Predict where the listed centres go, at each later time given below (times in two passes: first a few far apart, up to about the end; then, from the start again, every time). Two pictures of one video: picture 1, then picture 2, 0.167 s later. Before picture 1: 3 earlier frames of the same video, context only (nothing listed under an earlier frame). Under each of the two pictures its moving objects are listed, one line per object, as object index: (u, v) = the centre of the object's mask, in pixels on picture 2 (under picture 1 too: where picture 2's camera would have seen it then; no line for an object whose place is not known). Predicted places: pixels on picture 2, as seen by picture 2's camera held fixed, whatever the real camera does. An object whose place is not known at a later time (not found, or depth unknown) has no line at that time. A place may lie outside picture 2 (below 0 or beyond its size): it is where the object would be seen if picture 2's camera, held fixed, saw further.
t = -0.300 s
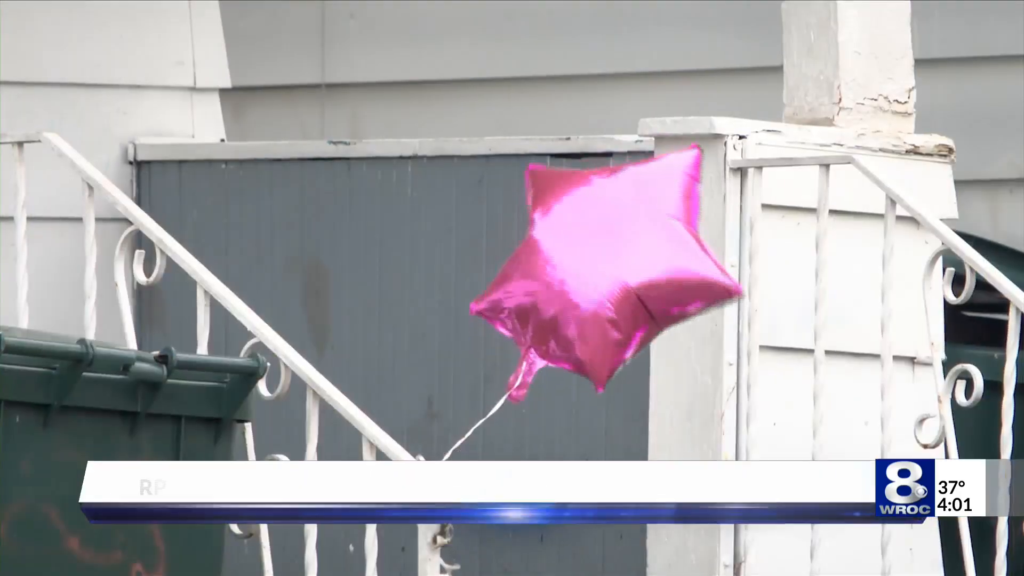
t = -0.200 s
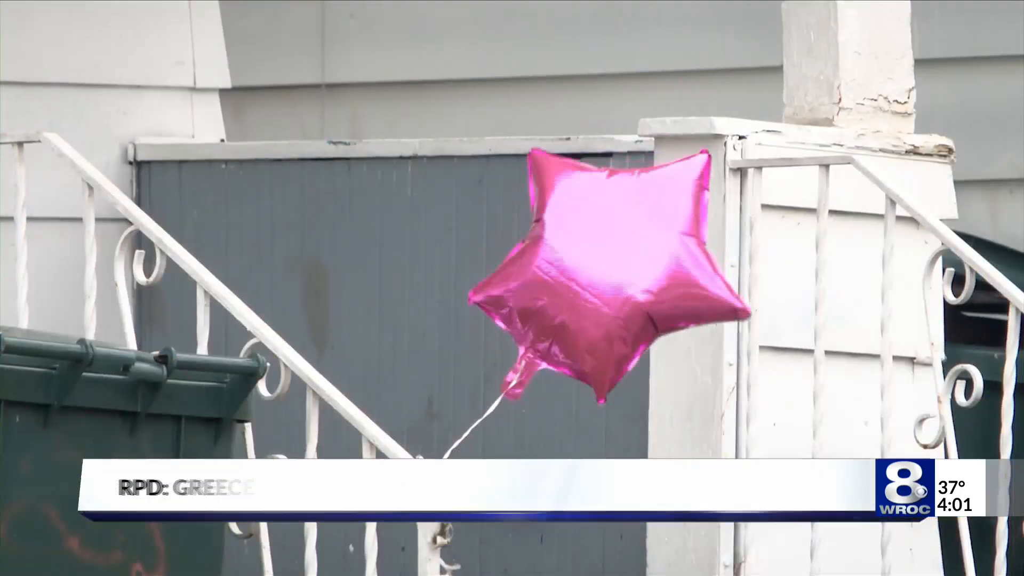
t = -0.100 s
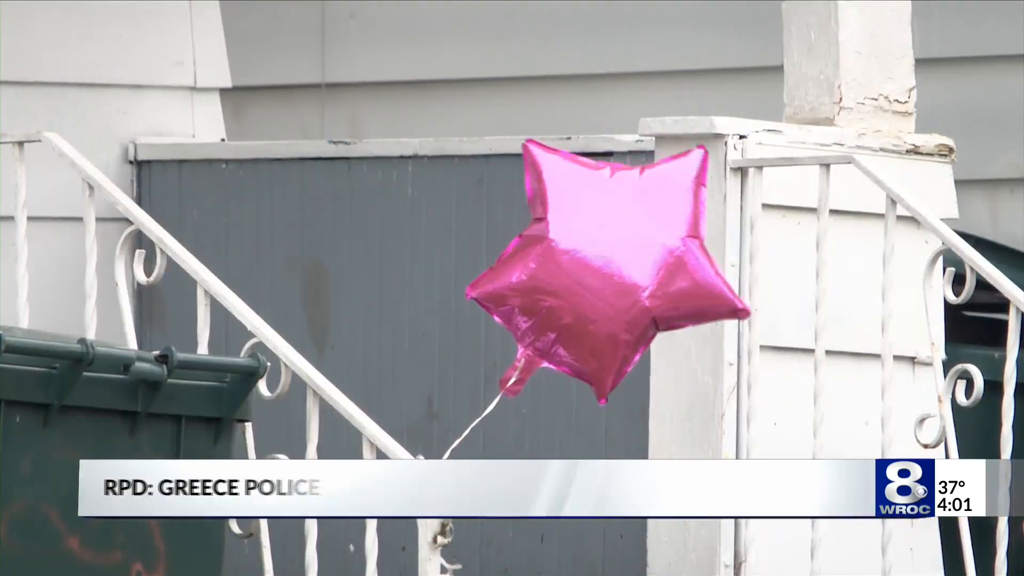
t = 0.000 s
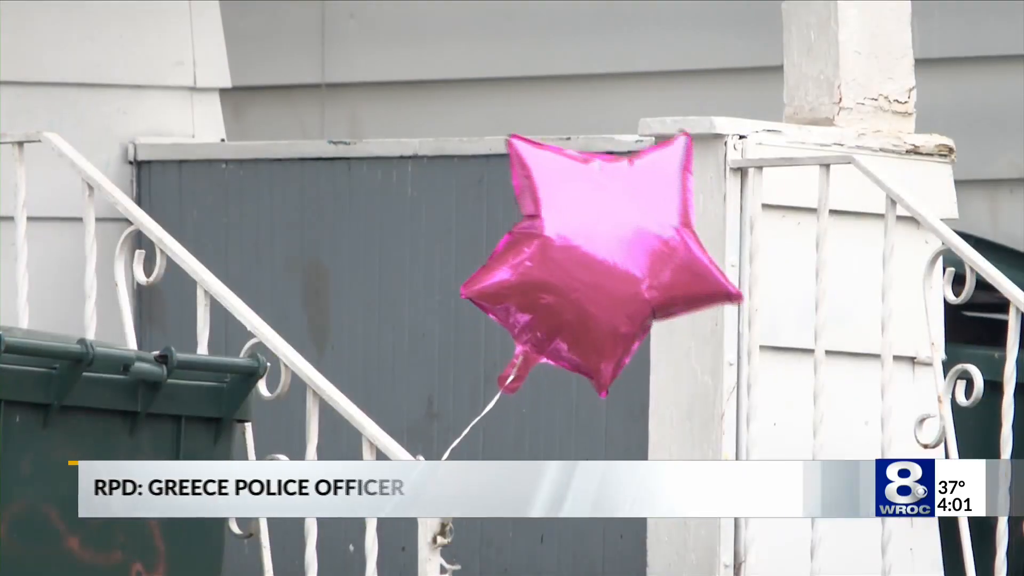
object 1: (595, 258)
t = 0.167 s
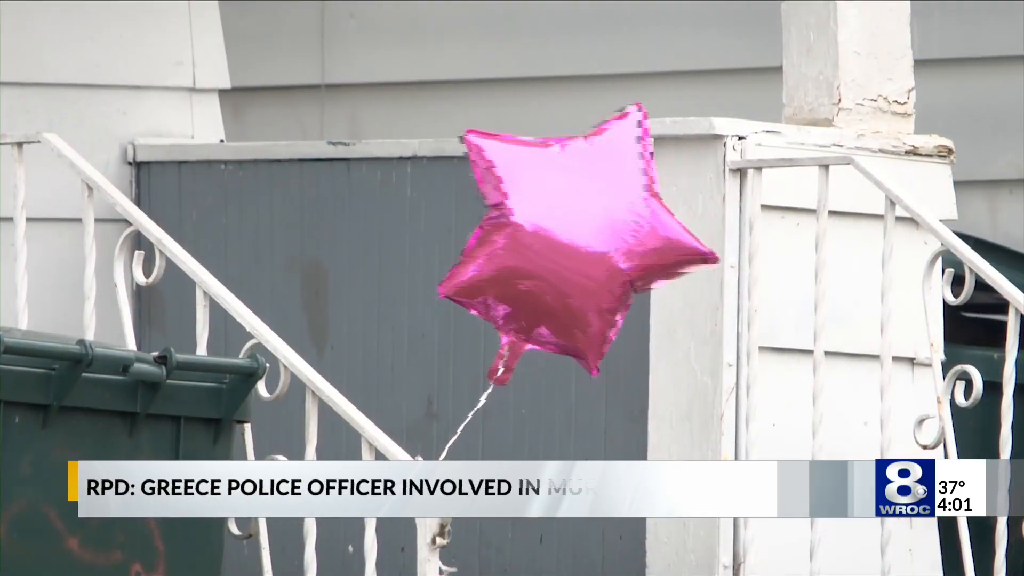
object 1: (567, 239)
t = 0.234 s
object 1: (553, 231)
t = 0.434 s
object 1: (504, 214)
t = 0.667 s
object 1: (461, 211)
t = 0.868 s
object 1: (452, 213)
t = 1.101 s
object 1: (460, 210)
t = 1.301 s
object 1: (458, 204)
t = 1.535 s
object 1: (454, 197)
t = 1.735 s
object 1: (456, 196)
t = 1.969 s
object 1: (465, 195)
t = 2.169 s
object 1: (477, 194)
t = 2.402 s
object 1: (495, 193)
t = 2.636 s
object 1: (509, 192)
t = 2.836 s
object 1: (516, 191)
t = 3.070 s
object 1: (517, 191)
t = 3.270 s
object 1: (514, 189)
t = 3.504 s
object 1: (511, 192)
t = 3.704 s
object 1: (515, 197)
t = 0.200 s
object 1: (560, 235)
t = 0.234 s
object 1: (553, 231)
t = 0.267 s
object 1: (545, 227)
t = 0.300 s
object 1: (537, 224)
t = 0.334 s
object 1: (528, 221)
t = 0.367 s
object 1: (520, 218)
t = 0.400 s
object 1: (512, 216)
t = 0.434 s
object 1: (504, 214)
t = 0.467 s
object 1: (496, 212)
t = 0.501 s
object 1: (489, 211)
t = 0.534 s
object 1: (482, 210)
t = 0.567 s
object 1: (476, 210)
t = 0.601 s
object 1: (470, 210)
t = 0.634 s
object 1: (465, 210)
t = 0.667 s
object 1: (461, 211)
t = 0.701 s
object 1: (458, 211)
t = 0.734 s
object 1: (455, 212)
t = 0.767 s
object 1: (453, 212)
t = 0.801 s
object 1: (451, 213)
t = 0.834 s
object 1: (451, 213)
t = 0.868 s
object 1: (452, 213)
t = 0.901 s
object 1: (454, 212)
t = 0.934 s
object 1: (456, 212)
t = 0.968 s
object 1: (457, 211)
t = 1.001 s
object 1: (458, 211)
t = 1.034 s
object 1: (459, 210)
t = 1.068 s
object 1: (459, 210)
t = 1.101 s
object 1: (460, 210)
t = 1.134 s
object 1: (460, 209)
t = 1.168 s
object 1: (460, 208)
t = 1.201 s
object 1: (460, 207)
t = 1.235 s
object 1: (459, 206)
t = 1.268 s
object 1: (459, 205)
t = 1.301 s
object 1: (458, 204)
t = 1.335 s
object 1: (458, 203)
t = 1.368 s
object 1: (457, 202)
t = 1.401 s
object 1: (456, 201)
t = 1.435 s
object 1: (456, 200)
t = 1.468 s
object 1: (455, 199)
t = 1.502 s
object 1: (455, 198)
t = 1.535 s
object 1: (454, 197)
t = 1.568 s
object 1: (454, 197)
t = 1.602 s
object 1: (454, 197)
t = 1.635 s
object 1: (454, 196)
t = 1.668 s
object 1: (455, 196)
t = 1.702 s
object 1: (455, 196)
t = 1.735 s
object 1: (456, 196)
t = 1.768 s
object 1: (457, 196)
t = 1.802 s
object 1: (459, 196)
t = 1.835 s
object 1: (460, 195)
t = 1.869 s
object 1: (461, 195)
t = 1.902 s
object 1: (463, 195)
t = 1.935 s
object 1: (464, 195)
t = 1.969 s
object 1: (465, 195)
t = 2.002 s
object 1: (467, 195)
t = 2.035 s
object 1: (469, 195)
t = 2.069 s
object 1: (471, 194)
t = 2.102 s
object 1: (473, 194)
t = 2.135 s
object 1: (475, 194)
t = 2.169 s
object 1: (477, 194)
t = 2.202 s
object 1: (480, 194)
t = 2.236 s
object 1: (482, 194)
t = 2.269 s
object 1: (484, 194)
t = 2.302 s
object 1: (487, 194)
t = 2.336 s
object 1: (490, 194)
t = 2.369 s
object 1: (492, 194)
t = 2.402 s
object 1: (495, 193)
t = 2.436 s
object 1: (497, 193)
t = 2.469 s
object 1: (499, 193)
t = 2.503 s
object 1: (501, 193)
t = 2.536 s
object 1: (504, 192)
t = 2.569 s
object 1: (505, 192)
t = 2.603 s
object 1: (507, 192)
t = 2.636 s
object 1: (509, 192)
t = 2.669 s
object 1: (511, 192)
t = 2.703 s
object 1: (512, 192)
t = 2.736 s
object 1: (513, 191)
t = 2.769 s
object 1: (515, 191)
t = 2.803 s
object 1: (516, 191)
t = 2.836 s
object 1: (516, 191)
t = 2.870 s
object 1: (517, 191)
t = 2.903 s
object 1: (517, 191)
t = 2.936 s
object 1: (518, 190)
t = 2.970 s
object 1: (518, 191)
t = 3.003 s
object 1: (518, 191)
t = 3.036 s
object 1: (517, 191)
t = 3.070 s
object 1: (517, 191)
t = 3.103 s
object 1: (517, 190)
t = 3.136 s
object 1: (517, 190)
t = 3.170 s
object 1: (516, 190)
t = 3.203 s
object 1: (516, 190)
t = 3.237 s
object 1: (515, 189)
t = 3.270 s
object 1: (514, 189)
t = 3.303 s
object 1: (514, 189)
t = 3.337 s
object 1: (513, 189)
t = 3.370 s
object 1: (513, 190)
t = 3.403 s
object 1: (512, 190)
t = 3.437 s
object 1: (512, 191)
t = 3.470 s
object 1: (512, 191)
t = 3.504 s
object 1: (511, 192)
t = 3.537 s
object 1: (512, 192)
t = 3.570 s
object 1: (512, 194)
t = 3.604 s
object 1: (512, 193)
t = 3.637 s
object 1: (513, 195)
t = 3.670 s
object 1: (514, 196)
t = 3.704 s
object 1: (515, 197)
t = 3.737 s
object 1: (516, 199)
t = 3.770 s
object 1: (517, 199)
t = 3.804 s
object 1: (519, 202)
